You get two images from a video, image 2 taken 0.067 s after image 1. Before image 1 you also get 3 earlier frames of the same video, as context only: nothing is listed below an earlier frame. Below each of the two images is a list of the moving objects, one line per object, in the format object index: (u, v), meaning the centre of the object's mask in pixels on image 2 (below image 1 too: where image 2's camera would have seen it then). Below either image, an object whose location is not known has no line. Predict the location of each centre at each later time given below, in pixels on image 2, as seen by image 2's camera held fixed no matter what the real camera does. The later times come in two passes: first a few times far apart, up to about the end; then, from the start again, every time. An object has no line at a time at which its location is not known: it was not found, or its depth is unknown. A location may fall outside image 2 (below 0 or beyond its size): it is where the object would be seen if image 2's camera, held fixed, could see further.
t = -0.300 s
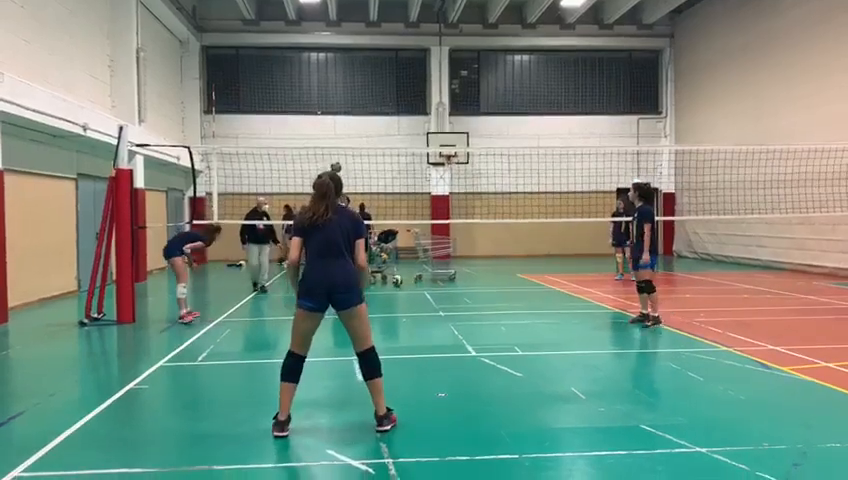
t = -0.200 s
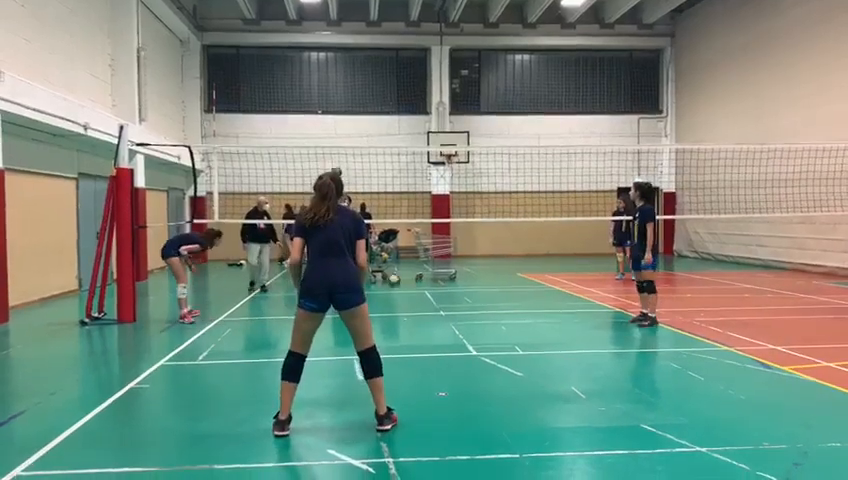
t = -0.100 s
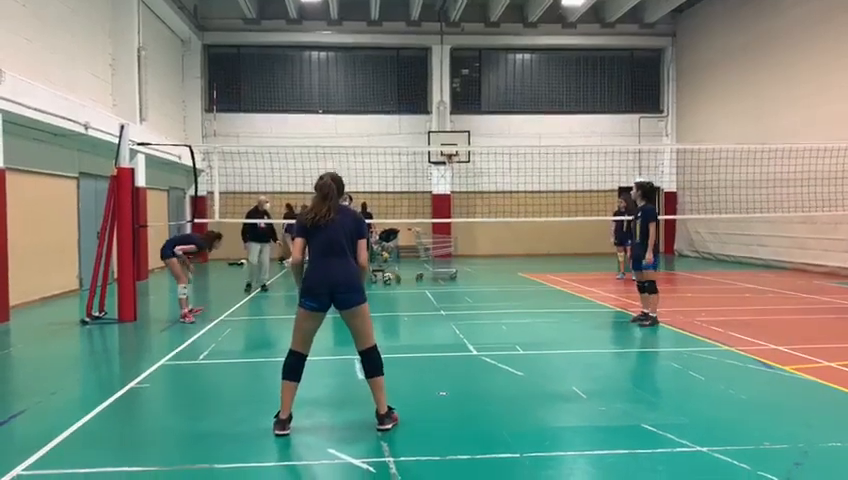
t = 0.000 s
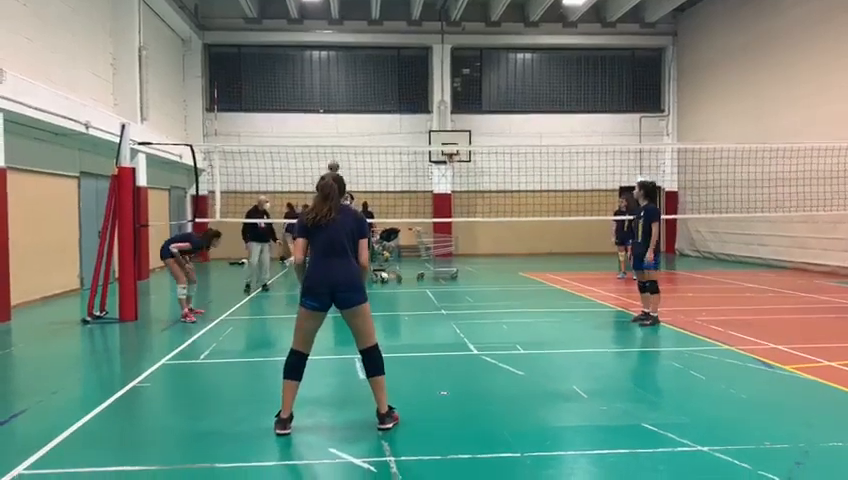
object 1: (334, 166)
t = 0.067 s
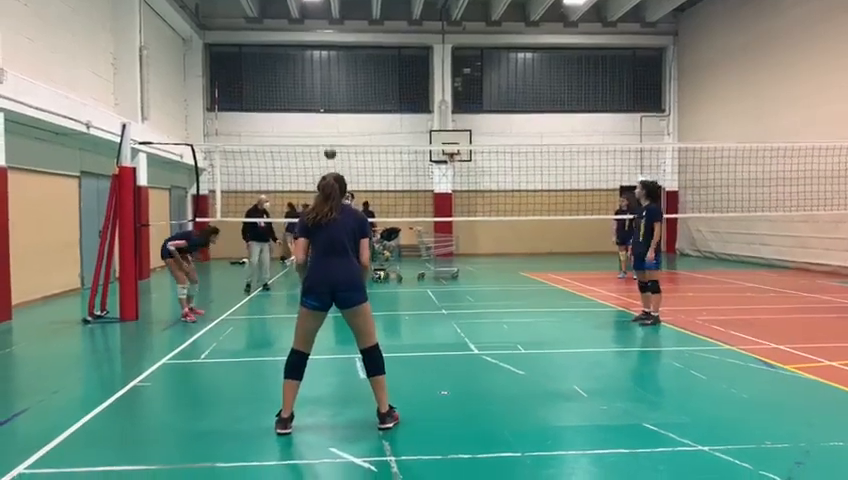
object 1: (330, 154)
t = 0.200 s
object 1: (320, 131)
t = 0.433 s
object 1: (302, 119)
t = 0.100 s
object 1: (328, 150)
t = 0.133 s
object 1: (325, 140)
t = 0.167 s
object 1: (323, 137)
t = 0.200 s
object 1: (320, 131)
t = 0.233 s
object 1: (318, 128)
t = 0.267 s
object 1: (315, 124)
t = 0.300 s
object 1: (313, 122)
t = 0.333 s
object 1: (310, 120)
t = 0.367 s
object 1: (307, 119)
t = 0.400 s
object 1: (305, 119)
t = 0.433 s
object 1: (302, 119)
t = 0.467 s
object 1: (299, 121)
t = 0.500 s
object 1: (296, 124)
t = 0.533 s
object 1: (292, 128)
